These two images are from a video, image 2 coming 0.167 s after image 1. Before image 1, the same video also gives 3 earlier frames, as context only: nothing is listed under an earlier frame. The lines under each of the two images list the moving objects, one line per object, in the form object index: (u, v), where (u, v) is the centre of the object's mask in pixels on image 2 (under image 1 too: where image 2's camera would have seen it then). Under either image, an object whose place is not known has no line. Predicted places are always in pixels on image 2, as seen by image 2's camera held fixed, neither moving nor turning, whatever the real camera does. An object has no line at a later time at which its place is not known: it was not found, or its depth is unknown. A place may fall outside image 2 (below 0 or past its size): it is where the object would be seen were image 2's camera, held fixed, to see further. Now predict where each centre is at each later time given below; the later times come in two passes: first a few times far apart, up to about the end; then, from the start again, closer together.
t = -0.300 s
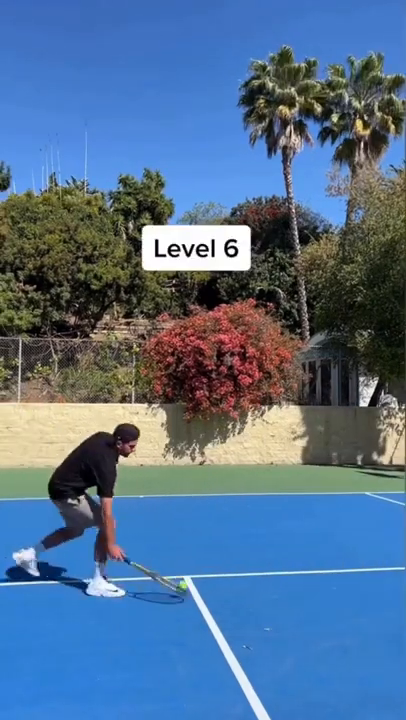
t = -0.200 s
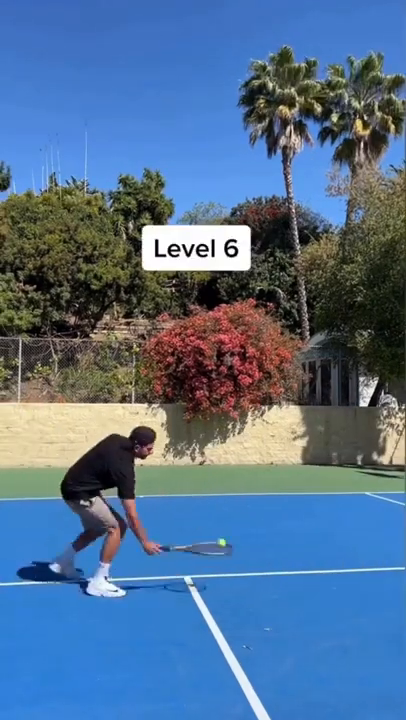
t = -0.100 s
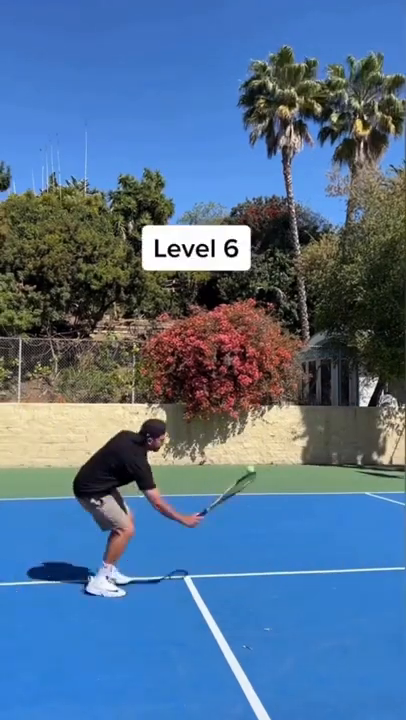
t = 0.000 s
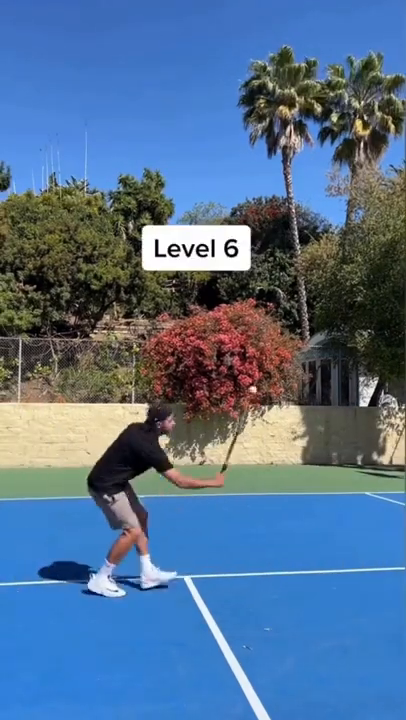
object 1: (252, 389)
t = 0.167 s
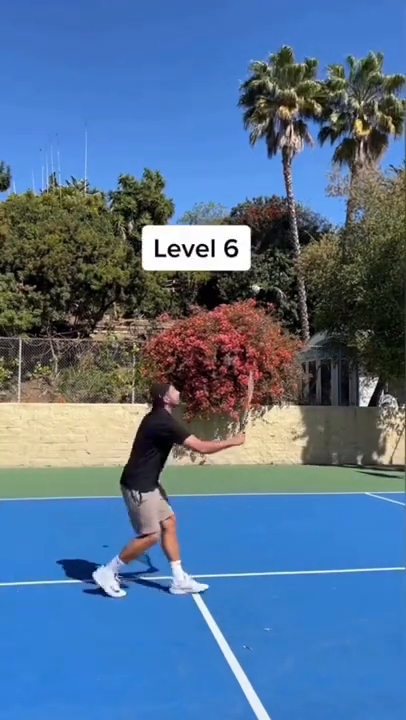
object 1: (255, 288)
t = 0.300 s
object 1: (258, 232)
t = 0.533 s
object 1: (263, 183)
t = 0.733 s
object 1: (266, 192)
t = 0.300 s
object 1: (258, 232)
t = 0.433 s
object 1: (261, 196)
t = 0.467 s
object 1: (262, 190)
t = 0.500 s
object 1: (262, 186)
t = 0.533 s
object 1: (263, 183)
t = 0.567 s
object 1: (263, 182)
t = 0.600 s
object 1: (264, 181)
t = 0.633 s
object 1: (264, 182)
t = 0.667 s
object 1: (265, 184)
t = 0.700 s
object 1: (265, 187)
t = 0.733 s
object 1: (266, 192)
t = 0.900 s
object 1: (268, 237)
